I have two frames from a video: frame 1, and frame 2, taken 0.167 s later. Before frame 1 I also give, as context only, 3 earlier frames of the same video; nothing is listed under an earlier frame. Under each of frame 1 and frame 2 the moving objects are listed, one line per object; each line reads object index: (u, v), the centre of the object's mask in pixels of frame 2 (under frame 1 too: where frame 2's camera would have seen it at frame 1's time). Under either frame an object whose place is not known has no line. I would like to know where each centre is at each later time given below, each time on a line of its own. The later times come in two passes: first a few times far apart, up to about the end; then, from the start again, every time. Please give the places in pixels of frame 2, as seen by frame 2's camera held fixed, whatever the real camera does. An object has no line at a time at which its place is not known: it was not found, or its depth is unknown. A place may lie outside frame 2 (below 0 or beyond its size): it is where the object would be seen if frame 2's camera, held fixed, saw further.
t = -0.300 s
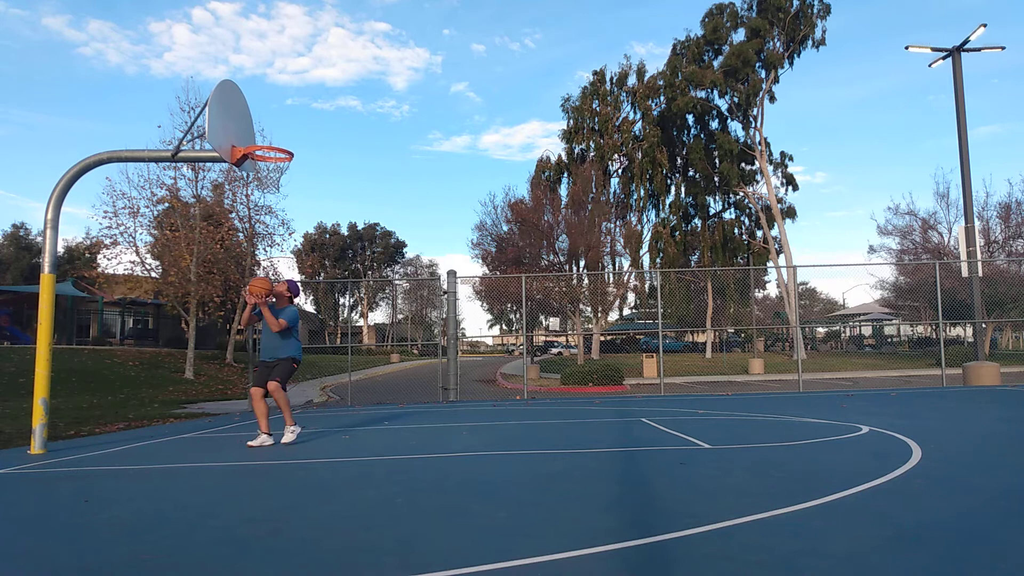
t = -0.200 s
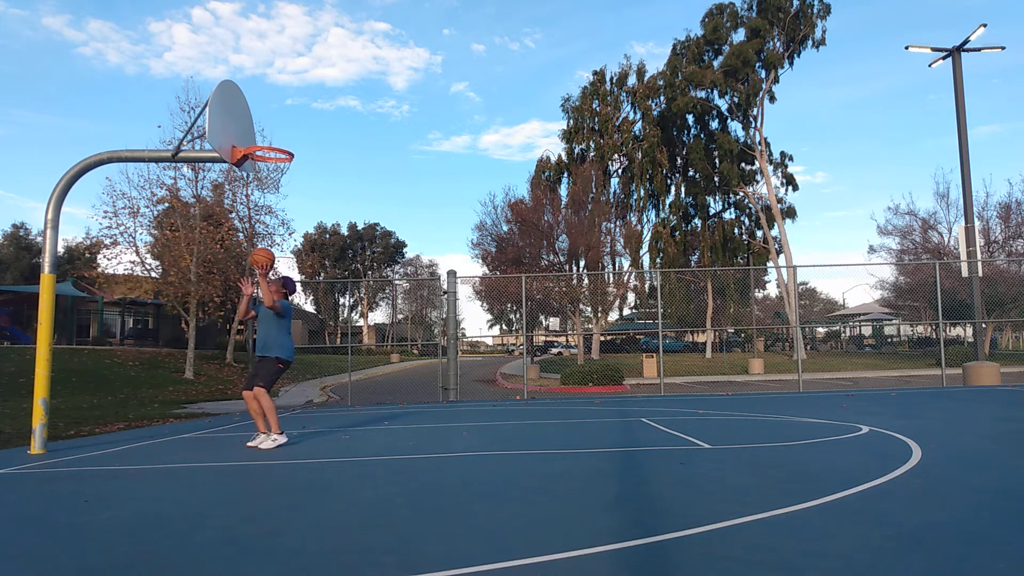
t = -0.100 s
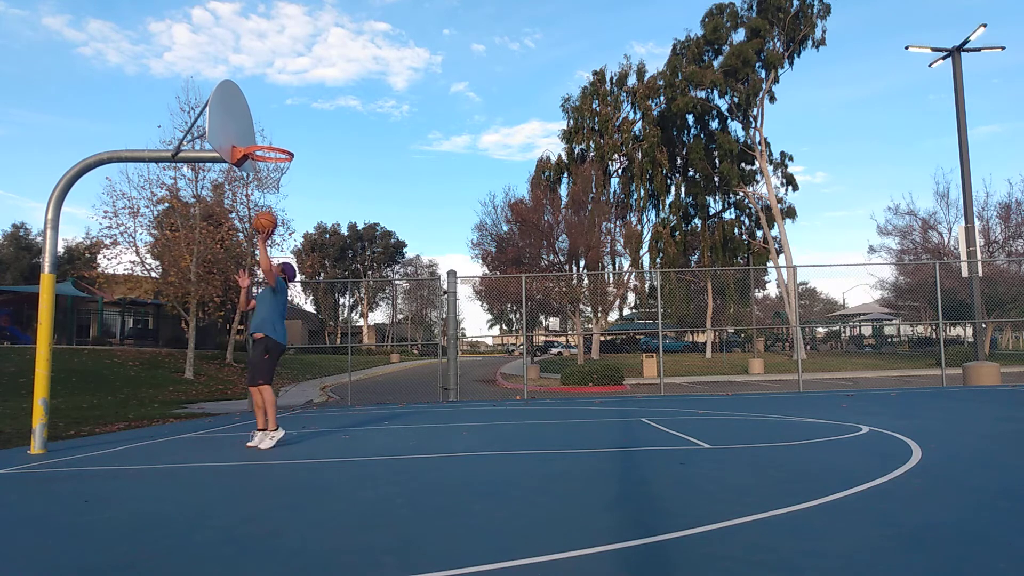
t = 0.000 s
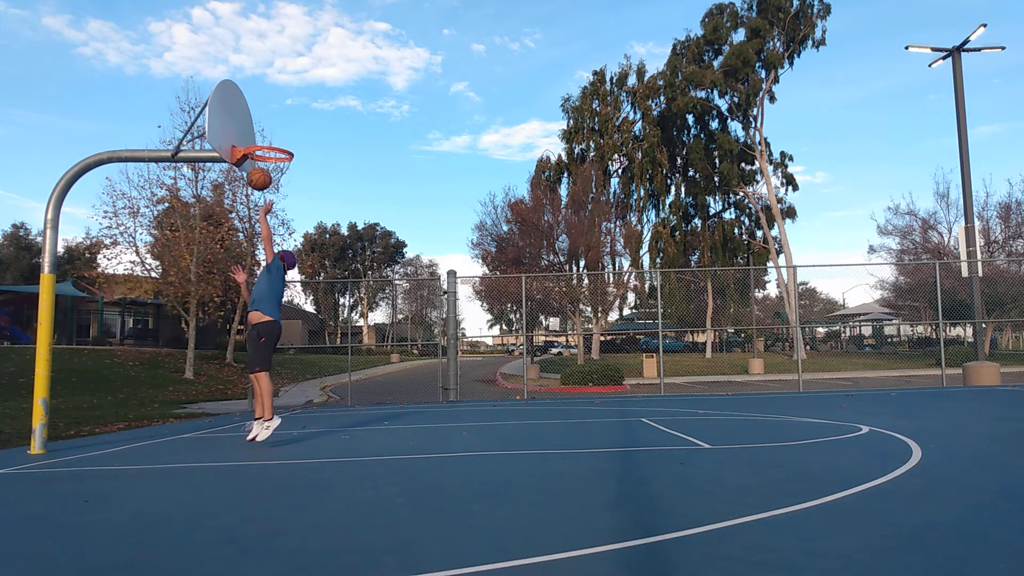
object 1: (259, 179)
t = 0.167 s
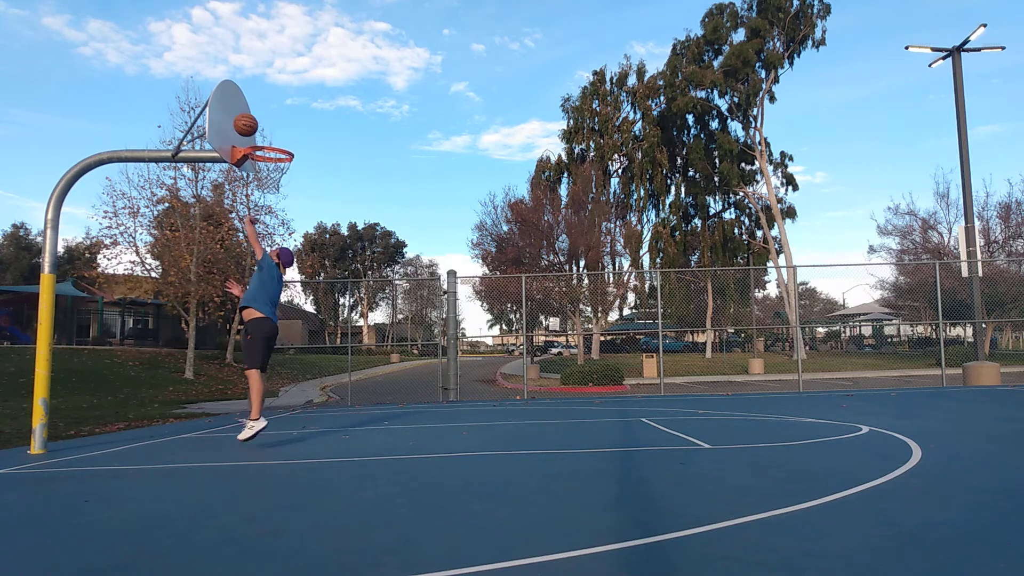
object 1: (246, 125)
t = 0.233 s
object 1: (240, 111)
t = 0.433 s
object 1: (238, 99)
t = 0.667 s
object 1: (261, 134)
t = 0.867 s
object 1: (272, 121)
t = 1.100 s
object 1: (285, 152)
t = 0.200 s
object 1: (243, 117)
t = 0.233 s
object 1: (240, 111)
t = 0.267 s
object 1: (238, 106)
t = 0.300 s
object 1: (235, 102)
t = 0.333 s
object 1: (232, 98)
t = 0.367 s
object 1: (231, 97)
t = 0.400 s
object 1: (235, 97)
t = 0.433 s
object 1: (238, 99)
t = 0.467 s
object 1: (242, 102)
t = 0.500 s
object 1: (245, 106)
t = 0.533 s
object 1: (248, 110)
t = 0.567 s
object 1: (252, 116)
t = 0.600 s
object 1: (255, 122)
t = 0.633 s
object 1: (258, 130)
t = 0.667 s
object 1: (261, 134)
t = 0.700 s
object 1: (263, 129)
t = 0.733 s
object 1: (265, 126)
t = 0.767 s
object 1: (267, 123)
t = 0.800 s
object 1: (269, 121)
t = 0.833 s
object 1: (270, 120)
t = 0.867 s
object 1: (272, 121)
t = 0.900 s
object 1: (274, 122)
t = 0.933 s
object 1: (276, 124)
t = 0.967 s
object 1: (278, 128)
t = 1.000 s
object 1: (280, 132)
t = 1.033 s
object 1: (282, 138)
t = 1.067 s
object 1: (283, 144)
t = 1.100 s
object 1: (285, 152)
